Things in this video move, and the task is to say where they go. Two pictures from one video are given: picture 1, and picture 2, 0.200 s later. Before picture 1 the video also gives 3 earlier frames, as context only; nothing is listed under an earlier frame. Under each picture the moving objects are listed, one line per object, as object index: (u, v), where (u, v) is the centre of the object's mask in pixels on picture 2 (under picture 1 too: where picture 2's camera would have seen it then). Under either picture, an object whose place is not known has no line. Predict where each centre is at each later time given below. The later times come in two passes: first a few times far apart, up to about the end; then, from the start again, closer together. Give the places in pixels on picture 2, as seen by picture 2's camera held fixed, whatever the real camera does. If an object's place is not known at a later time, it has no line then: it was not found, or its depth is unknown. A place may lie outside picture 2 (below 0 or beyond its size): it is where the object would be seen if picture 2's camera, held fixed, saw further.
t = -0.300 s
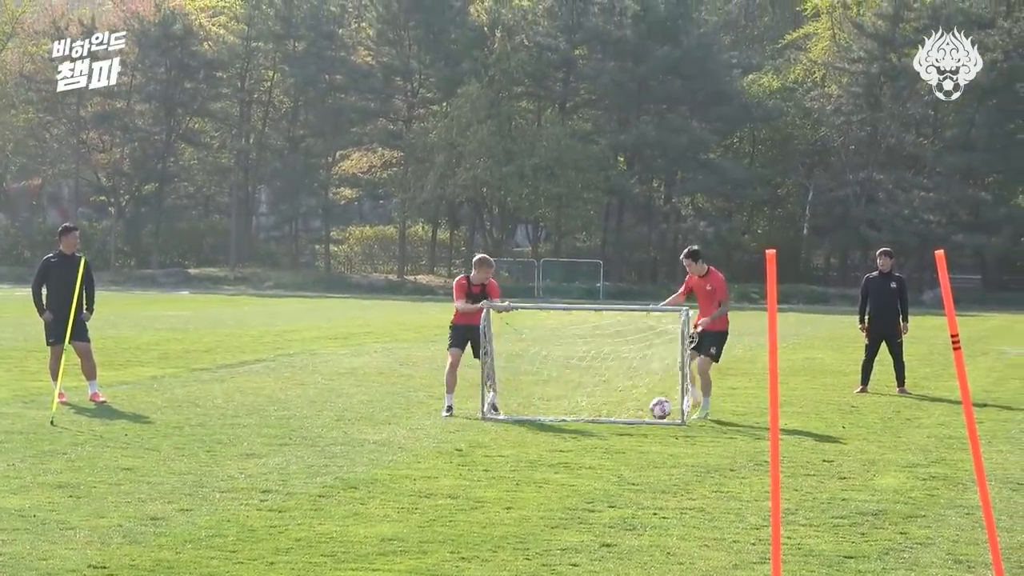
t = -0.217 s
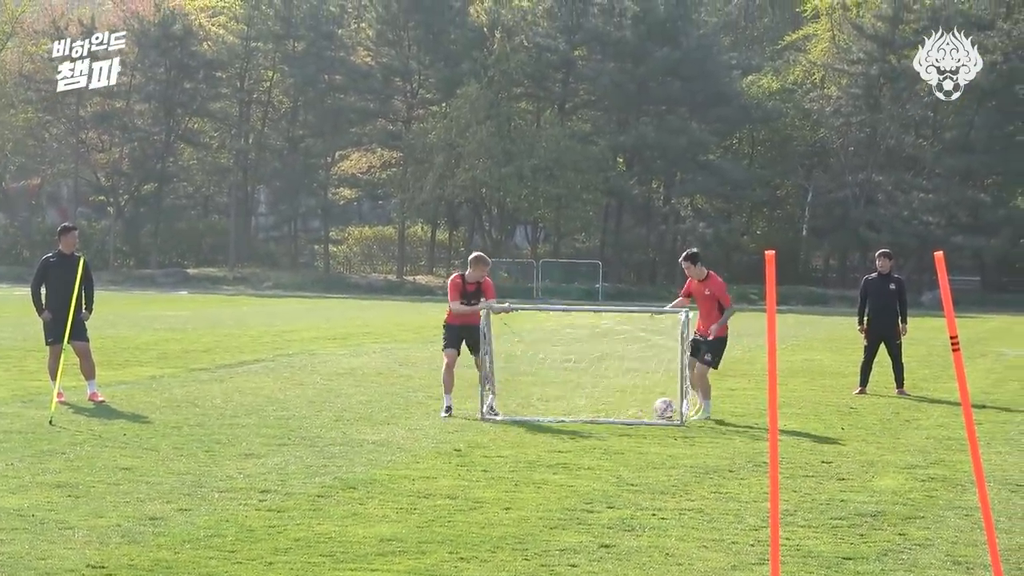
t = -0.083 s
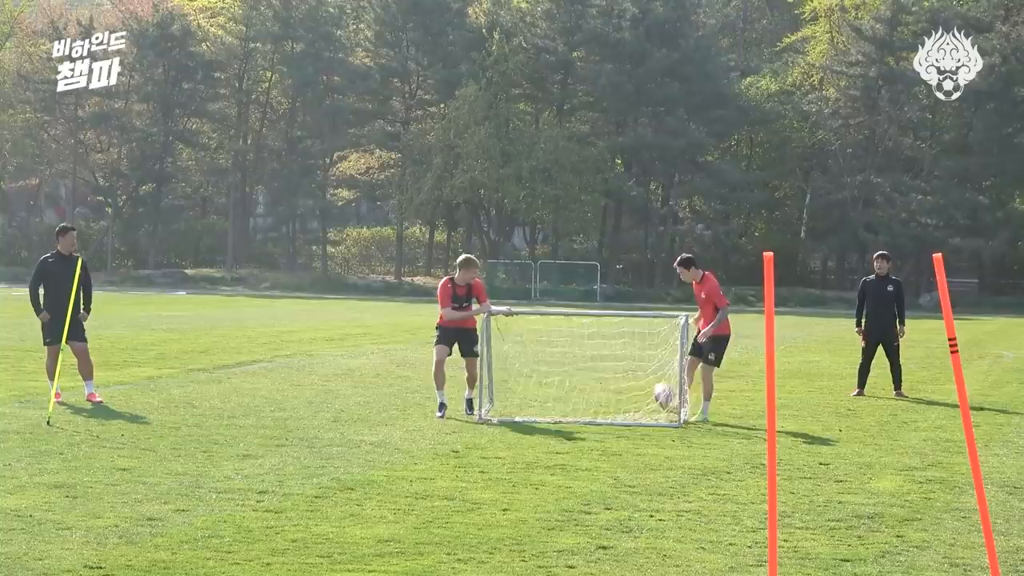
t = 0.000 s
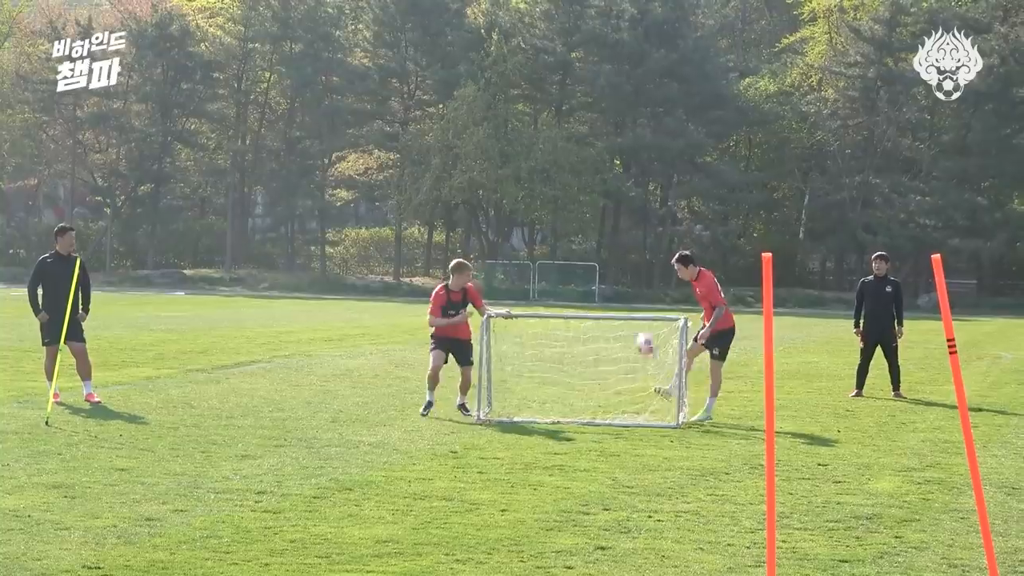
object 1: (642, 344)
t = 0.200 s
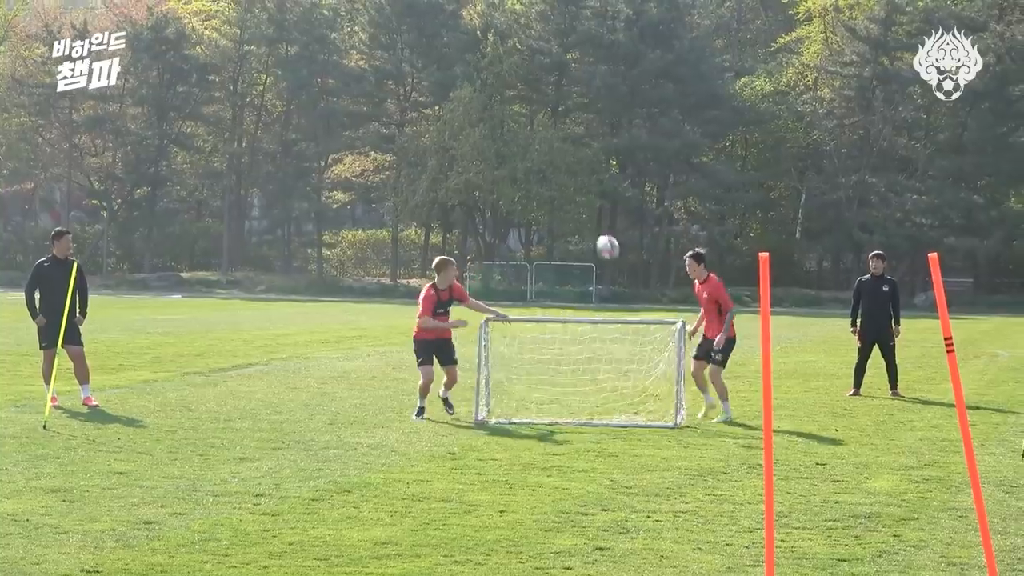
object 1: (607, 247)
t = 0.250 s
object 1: (597, 229)
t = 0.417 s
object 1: (567, 182)
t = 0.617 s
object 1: (529, 162)
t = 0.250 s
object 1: (597, 229)
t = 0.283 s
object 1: (592, 217)
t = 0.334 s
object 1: (582, 202)
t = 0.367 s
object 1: (576, 193)
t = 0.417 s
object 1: (567, 182)
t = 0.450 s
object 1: (561, 176)
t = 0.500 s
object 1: (551, 169)
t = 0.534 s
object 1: (545, 165)
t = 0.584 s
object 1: (535, 163)
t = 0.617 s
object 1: (529, 162)
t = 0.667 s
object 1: (520, 164)
